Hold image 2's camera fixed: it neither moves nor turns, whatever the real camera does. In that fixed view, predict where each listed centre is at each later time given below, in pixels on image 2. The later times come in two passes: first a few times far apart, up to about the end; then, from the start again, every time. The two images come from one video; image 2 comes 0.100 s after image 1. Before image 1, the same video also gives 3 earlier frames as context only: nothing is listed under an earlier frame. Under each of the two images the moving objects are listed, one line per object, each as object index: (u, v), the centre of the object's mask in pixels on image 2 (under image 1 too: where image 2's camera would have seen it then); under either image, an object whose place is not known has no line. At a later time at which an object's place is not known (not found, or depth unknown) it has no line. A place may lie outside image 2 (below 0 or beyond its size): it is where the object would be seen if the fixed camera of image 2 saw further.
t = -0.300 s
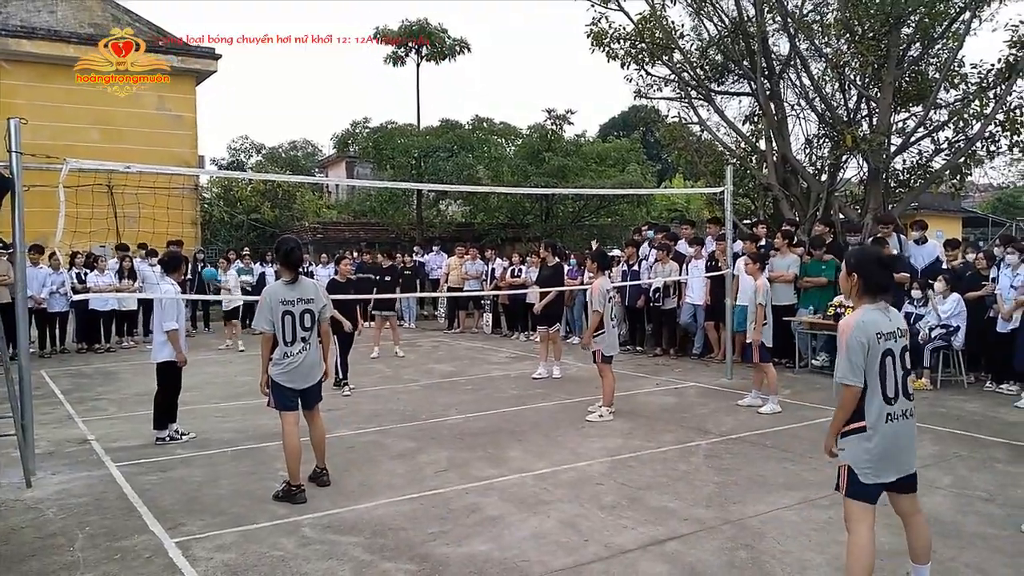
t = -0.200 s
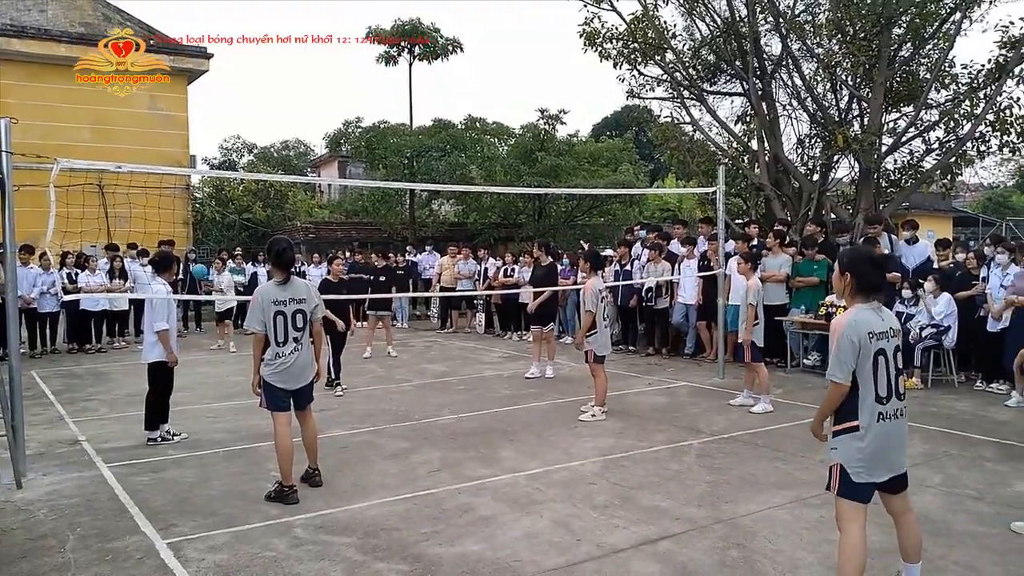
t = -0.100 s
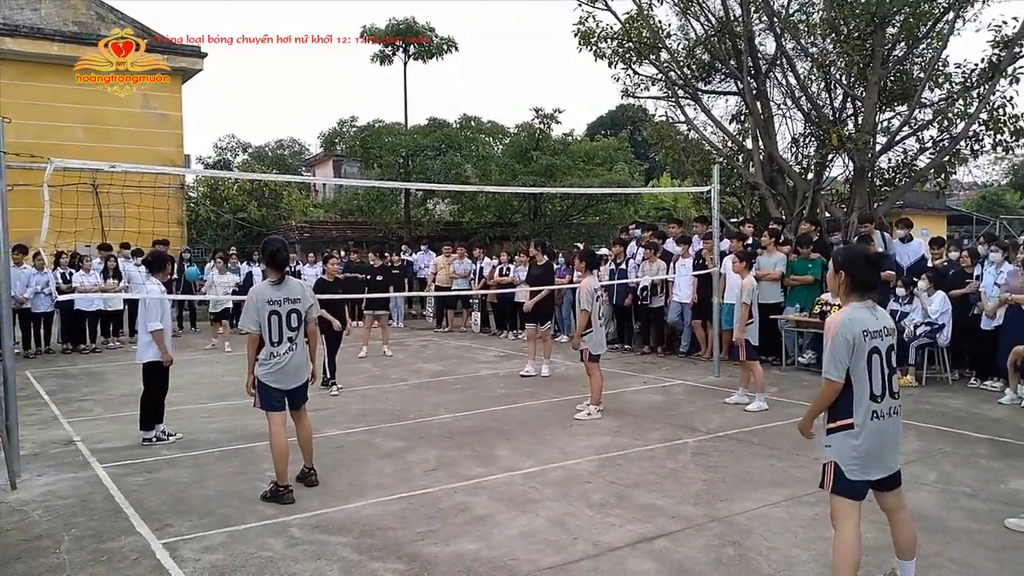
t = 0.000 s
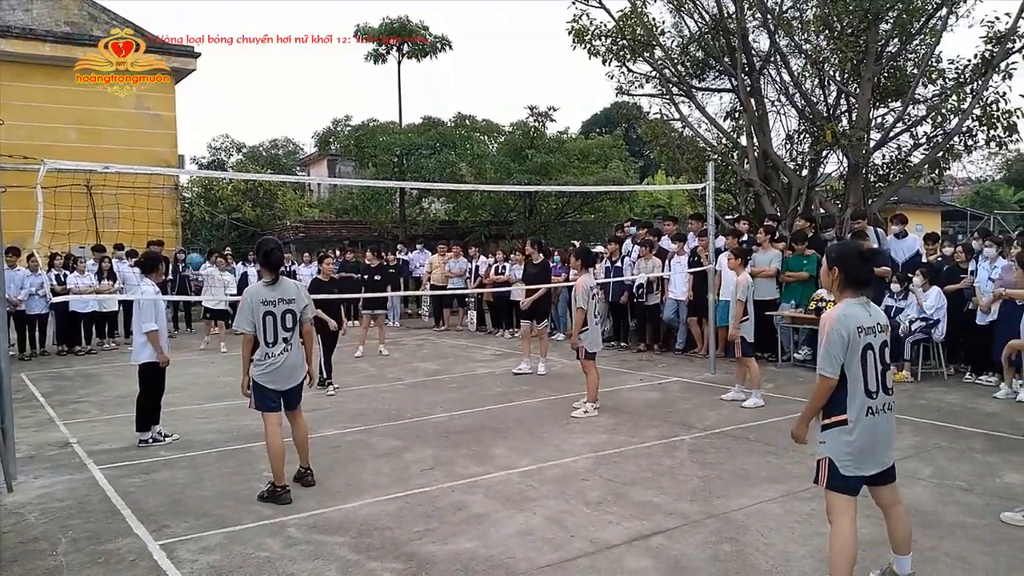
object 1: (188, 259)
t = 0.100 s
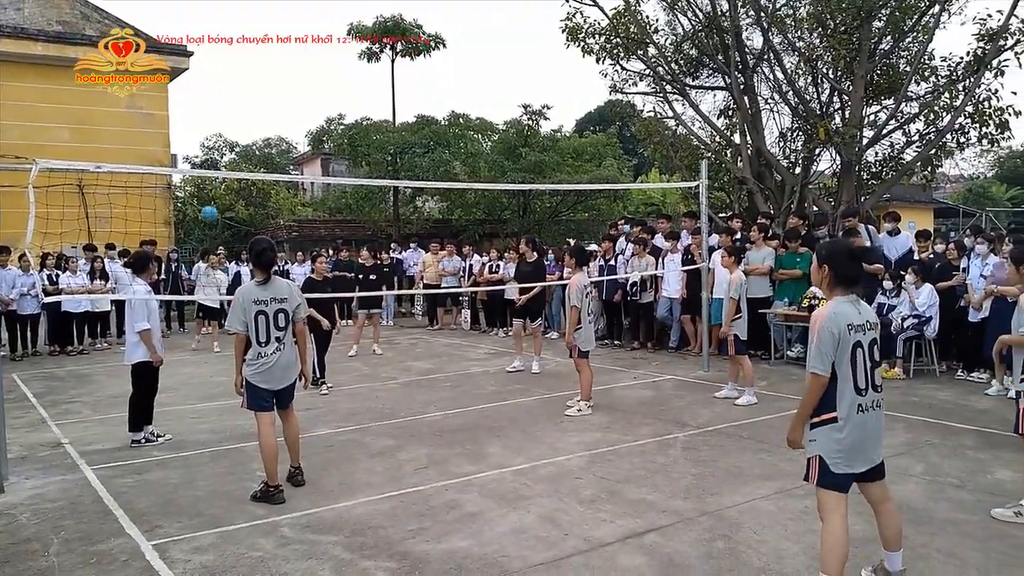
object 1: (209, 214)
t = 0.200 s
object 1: (231, 166)
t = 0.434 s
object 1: (296, 85)
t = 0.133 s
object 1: (216, 199)
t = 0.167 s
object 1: (224, 185)
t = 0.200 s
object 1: (231, 166)
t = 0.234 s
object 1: (241, 156)
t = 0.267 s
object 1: (249, 145)
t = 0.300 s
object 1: (258, 131)
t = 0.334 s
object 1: (267, 119)
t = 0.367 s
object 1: (278, 107)
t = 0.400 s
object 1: (286, 96)
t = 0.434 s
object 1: (296, 85)
